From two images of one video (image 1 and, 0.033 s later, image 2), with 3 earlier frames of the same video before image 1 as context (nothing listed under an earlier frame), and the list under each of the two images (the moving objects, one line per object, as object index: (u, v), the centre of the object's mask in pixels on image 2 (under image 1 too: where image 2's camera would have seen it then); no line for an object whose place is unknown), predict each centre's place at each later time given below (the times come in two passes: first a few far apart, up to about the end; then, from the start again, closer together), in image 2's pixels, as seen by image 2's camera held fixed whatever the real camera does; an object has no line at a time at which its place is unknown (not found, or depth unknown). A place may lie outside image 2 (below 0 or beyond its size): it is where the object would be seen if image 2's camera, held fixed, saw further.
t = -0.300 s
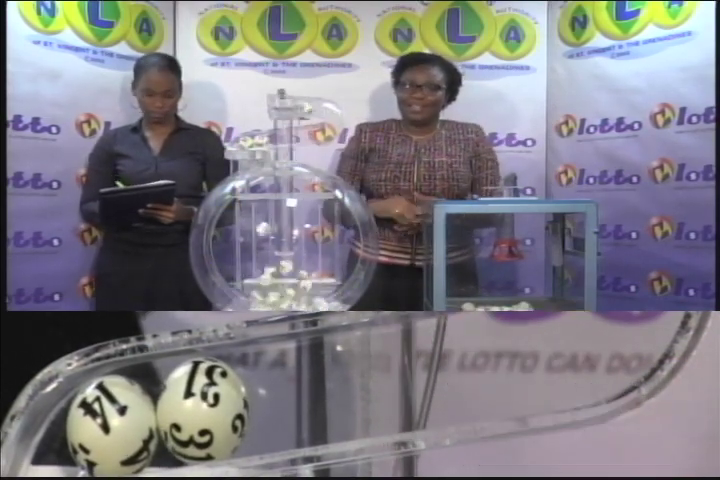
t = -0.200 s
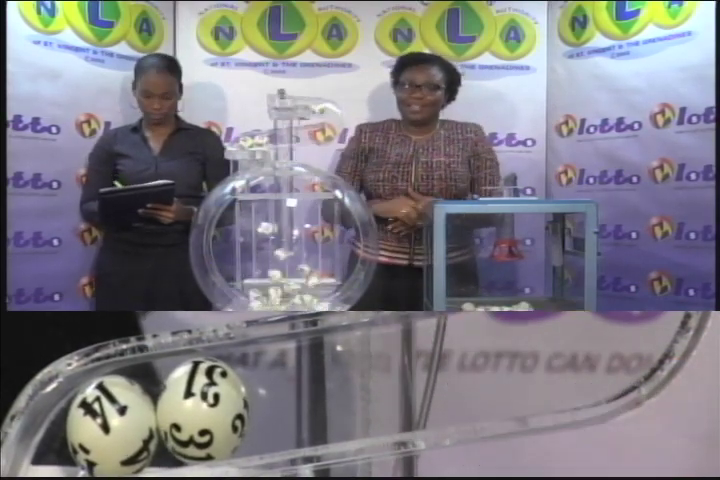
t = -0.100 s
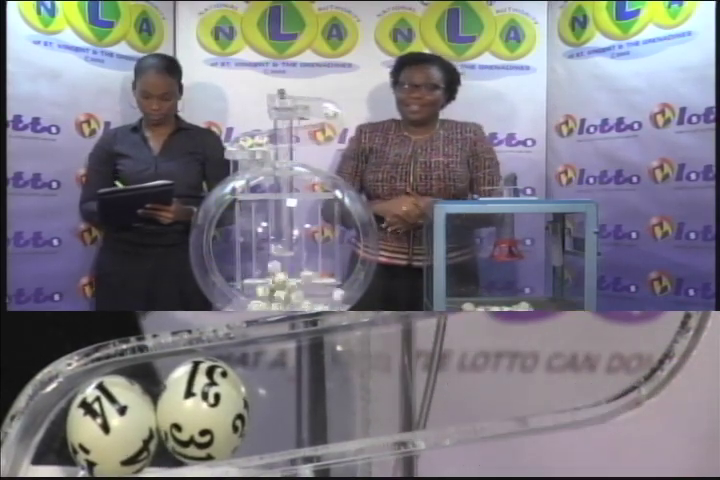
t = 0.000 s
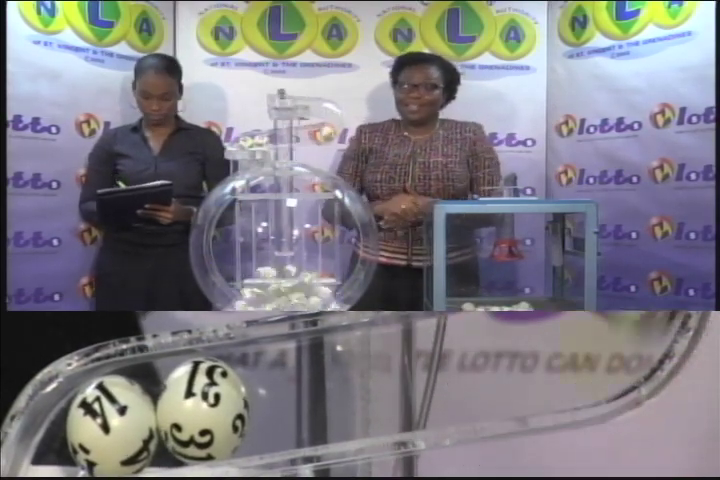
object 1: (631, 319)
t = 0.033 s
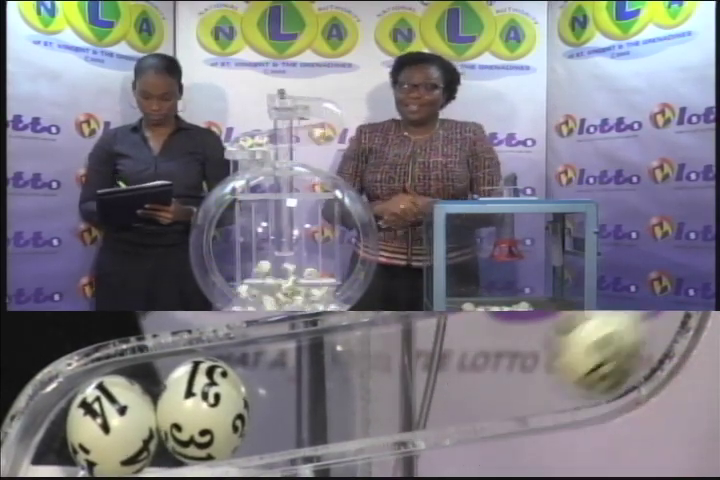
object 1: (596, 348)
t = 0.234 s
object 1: (308, 393)
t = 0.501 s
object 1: (293, 396)
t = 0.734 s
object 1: (291, 396)
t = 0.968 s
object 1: (291, 396)
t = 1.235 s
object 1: (291, 396)
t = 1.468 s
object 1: (291, 396)
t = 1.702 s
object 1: (291, 396)
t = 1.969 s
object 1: (291, 396)
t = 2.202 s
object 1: (291, 396)
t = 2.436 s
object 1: (291, 396)
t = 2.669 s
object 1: (291, 396)
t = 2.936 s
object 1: (291, 396)
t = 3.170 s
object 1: (291, 396)
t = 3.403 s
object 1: (291, 396)
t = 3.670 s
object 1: (291, 396)
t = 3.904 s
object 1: (292, 395)
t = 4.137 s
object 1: (292, 396)
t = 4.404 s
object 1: (291, 396)
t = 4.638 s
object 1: (291, 396)
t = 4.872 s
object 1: (291, 396)
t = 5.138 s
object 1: (291, 396)
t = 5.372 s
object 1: (291, 396)
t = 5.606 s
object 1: (291, 396)
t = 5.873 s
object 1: (295, 396)
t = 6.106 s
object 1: (291, 397)
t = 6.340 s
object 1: (291, 397)
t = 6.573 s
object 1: (291, 397)
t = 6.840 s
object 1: (291, 396)
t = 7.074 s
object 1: (290, 397)
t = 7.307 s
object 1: (290, 397)
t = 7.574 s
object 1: (290, 397)
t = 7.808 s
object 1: (291, 397)
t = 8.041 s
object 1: (291, 396)
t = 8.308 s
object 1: (291, 396)
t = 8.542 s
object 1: (292, 396)
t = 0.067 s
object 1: (529, 359)
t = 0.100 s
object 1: (473, 367)
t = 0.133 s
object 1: (475, 368)
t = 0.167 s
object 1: (412, 379)
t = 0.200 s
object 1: (362, 382)
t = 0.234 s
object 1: (308, 393)
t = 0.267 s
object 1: (296, 394)
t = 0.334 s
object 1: (302, 394)
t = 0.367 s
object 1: (301, 394)
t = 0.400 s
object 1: (296, 395)
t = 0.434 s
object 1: (295, 396)
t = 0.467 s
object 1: (295, 396)
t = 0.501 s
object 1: (293, 396)
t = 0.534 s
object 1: (291, 396)
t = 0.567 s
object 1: (291, 396)
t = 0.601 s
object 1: (291, 396)
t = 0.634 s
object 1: (291, 396)
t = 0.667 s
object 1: (291, 396)
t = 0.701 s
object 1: (291, 396)
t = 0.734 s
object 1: (291, 396)
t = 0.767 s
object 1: (291, 396)
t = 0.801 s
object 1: (291, 396)
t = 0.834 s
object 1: (291, 396)
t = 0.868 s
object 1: (291, 396)
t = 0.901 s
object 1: (291, 396)
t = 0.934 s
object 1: (291, 396)
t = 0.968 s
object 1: (291, 396)
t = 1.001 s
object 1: (291, 396)
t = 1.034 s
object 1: (291, 396)
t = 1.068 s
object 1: (291, 396)
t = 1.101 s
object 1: (291, 396)
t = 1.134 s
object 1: (291, 396)
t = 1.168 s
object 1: (291, 396)
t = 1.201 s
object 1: (291, 396)
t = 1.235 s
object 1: (291, 396)
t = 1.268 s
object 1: (291, 396)
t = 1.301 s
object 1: (291, 396)
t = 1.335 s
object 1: (291, 396)
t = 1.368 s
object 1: (291, 396)
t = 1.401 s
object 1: (291, 396)
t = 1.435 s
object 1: (291, 396)
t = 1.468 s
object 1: (291, 396)
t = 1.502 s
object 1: (291, 396)
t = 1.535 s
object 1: (291, 396)
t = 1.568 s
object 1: (291, 396)
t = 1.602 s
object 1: (291, 396)
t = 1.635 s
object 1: (291, 396)
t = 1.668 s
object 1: (291, 396)
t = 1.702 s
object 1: (291, 396)
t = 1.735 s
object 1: (291, 396)
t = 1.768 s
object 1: (291, 396)
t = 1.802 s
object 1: (291, 396)
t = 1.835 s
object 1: (291, 396)
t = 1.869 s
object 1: (291, 396)
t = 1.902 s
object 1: (291, 396)
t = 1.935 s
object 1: (291, 396)
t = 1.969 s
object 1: (291, 396)
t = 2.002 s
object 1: (291, 396)
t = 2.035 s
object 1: (291, 396)
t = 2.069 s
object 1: (291, 396)
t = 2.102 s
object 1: (291, 396)
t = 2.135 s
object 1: (291, 396)
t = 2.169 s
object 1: (291, 396)
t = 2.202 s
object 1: (291, 396)
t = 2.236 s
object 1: (291, 396)
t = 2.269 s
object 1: (291, 396)
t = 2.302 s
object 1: (291, 396)
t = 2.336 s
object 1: (291, 396)
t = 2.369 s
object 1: (291, 396)
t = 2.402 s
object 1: (291, 396)
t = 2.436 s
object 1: (291, 396)
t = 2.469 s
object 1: (291, 396)
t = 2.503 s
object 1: (291, 396)
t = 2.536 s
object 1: (291, 396)
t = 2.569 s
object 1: (291, 396)
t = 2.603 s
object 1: (291, 396)
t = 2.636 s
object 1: (291, 396)
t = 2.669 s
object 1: (291, 396)
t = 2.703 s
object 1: (291, 396)
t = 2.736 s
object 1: (291, 396)
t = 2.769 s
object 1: (291, 396)
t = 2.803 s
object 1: (291, 396)
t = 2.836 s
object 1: (291, 396)
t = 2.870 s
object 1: (291, 396)
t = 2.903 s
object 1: (291, 396)
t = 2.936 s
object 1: (291, 396)
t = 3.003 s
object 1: (291, 396)
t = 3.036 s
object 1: (291, 396)
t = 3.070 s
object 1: (291, 396)
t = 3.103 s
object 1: (291, 396)
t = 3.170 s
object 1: (291, 396)
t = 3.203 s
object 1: (291, 396)
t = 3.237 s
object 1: (291, 396)
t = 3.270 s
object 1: (291, 396)
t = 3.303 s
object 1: (291, 396)
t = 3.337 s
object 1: (291, 396)
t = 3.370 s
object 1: (291, 396)
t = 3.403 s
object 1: (291, 396)
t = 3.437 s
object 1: (291, 396)
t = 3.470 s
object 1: (291, 396)
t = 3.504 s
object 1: (291, 396)
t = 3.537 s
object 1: (291, 396)
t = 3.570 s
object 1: (291, 396)
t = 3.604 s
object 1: (291, 396)
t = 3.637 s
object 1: (291, 396)
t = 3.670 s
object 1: (291, 396)
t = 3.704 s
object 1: (291, 396)
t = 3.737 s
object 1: (292, 396)
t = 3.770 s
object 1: (292, 396)
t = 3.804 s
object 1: (292, 396)
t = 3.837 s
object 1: (292, 396)
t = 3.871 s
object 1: (292, 395)
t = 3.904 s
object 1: (292, 395)
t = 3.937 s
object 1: (292, 395)
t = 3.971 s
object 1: (292, 395)
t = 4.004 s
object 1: (292, 395)
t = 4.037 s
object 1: (292, 395)
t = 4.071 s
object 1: (292, 396)
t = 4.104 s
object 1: (292, 396)
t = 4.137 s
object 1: (292, 396)
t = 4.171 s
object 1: (292, 396)
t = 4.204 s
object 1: (292, 396)
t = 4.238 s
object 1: (292, 396)
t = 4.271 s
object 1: (291, 396)
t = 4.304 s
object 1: (291, 396)
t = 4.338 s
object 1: (291, 396)
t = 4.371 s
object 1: (291, 396)
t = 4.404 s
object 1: (291, 396)
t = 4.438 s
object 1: (291, 396)
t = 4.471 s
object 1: (291, 396)
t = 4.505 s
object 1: (291, 396)
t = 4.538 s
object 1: (291, 396)
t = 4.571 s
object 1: (291, 396)
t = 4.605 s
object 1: (291, 396)
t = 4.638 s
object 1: (291, 396)
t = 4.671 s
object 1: (291, 396)
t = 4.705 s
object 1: (291, 396)
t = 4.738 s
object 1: (291, 396)
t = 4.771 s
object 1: (291, 396)
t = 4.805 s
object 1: (291, 396)
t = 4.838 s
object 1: (291, 396)
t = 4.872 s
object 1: (291, 396)
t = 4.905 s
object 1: (291, 396)
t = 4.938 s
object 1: (291, 396)
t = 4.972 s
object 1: (291, 396)
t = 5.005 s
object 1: (291, 396)
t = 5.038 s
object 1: (291, 396)
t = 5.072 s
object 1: (291, 396)
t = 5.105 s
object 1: (291, 396)
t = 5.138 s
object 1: (291, 396)
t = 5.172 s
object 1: (291, 396)
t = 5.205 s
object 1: (291, 396)
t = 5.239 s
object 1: (291, 396)
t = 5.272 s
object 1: (291, 396)
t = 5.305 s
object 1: (291, 396)
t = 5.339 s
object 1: (291, 396)
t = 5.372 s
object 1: (291, 396)
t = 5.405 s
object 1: (291, 396)
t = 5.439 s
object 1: (291, 396)
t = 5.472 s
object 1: (291, 396)
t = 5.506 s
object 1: (291, 396)
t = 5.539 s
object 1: (291, 396)
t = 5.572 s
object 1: (291, 396)
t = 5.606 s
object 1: (291, 396)
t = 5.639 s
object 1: (291, 396)
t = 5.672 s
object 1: (291, 396)
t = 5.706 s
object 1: (291, 396)
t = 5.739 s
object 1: (291, 396)
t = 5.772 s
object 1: (291, 396)
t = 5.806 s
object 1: (291, 396)
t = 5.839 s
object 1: (293, 396)
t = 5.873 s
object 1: (295, 396)
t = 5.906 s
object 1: (295, 396)
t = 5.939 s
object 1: (292, 396)
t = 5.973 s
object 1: (292, 396)
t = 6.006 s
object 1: (294, 396)
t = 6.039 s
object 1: (291, 396)
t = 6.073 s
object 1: (290, 397)
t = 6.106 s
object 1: (291, 397)
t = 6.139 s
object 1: (291, 397)
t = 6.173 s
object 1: (291, 396)
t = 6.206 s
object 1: (291, 396)
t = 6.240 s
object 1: (291, 396)
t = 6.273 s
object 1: (291, 397)
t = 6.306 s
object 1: (291, 396)
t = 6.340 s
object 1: (291, 397)
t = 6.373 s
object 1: (291, 396)
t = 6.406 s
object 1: (290, 397)
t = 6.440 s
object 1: (291, 397)
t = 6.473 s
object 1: (290, 397)
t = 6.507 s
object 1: (291, 397)
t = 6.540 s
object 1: (291, 397)
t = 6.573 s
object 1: (291, 397)
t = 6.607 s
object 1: (290, 397)
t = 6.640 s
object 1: (290, 397)
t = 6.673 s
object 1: (290, 397)
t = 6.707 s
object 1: (291, 397)
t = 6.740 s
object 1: (291, 397)
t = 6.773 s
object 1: (291, 396)
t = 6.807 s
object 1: (291, 396)
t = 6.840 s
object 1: (291, 396)
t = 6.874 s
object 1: (291, 396)
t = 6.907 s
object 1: (291, 397)
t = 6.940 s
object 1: (291, 397)
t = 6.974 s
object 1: (291, 397)
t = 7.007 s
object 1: (291, 396)
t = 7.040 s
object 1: (290, 397)
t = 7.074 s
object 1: (290, 397)
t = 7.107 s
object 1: (290, 397)
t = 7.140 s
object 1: (291, 396)
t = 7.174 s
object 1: (290, 397)
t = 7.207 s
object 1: (291, 396)
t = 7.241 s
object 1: (290, 397)
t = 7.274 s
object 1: (291, 396)
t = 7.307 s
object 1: (290, 397)
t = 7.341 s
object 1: (291, 396)
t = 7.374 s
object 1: (290, 397)
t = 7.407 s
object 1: (290, 397)
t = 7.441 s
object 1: (290, 397)
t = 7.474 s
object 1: (290, 397)
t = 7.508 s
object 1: (290, 397)
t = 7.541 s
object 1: (290, 397)
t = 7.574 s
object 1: (290, 397)
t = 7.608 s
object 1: (291, 397)
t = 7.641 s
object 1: (291, 397)
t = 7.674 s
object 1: (291, 397)
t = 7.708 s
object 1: (291, 397)
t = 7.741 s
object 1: (291, 397)
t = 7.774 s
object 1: (291, 397)
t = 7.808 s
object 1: (291, 397)
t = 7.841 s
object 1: (291, 397)
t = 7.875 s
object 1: (291, 396)
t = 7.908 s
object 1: (291, 396)
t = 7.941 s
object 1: (291, 396)
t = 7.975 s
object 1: (291, 396)
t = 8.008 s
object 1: (291, 396)
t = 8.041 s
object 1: (291, 396)
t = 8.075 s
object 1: (291, 396)
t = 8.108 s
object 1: (291, 396)
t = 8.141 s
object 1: (291, 396)
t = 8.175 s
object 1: (291, 396)
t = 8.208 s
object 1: (291, 396)
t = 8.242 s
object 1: (291, 396)
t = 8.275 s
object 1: (291, 396)
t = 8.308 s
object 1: (291, 396)
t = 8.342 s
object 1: (291, 396)
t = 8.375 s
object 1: (291, 396)
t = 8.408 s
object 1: (291, 396)
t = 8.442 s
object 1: (292, 396)
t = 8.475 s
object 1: (292, 396)
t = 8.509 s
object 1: (292, 396)
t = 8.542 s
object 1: (292, 396)
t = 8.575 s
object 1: (292, 396)
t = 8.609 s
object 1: (292, 396)
